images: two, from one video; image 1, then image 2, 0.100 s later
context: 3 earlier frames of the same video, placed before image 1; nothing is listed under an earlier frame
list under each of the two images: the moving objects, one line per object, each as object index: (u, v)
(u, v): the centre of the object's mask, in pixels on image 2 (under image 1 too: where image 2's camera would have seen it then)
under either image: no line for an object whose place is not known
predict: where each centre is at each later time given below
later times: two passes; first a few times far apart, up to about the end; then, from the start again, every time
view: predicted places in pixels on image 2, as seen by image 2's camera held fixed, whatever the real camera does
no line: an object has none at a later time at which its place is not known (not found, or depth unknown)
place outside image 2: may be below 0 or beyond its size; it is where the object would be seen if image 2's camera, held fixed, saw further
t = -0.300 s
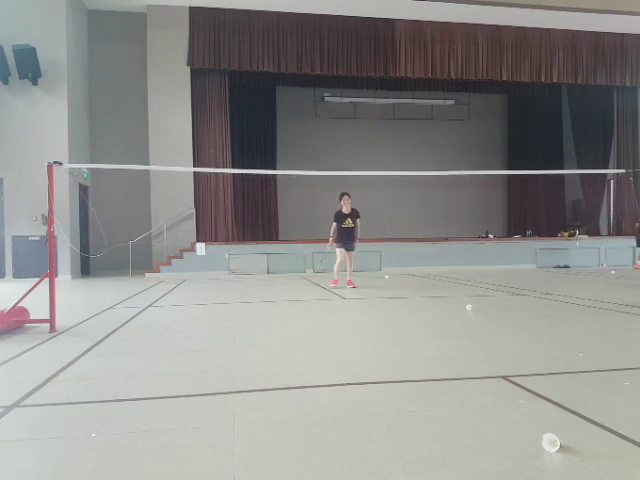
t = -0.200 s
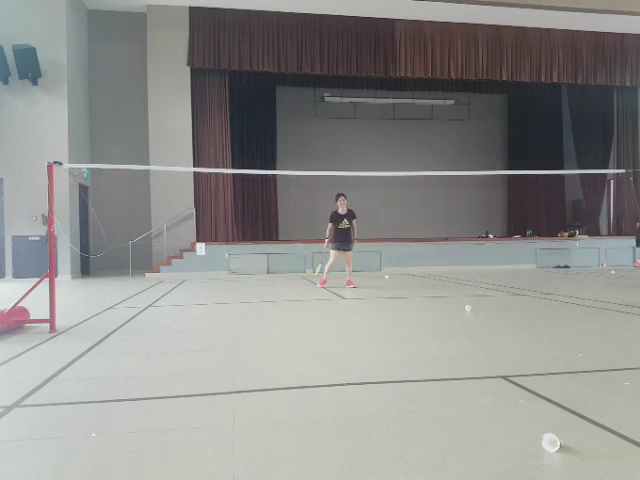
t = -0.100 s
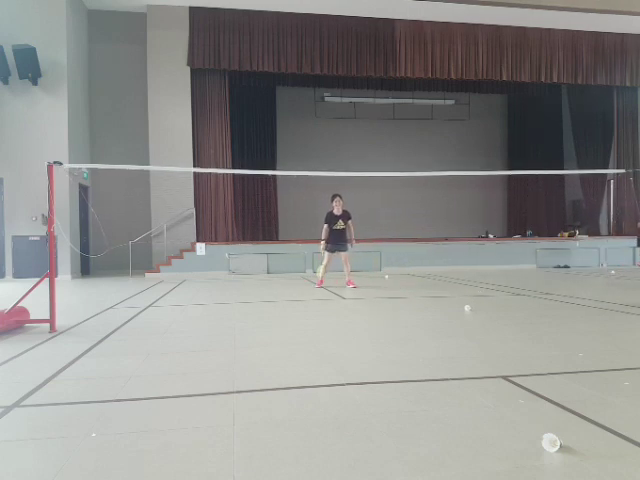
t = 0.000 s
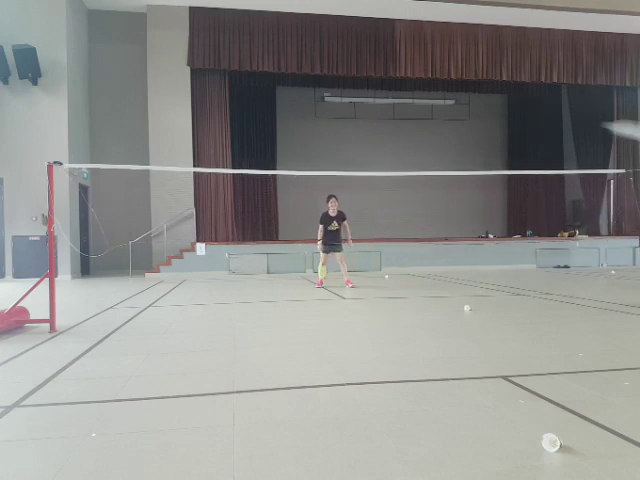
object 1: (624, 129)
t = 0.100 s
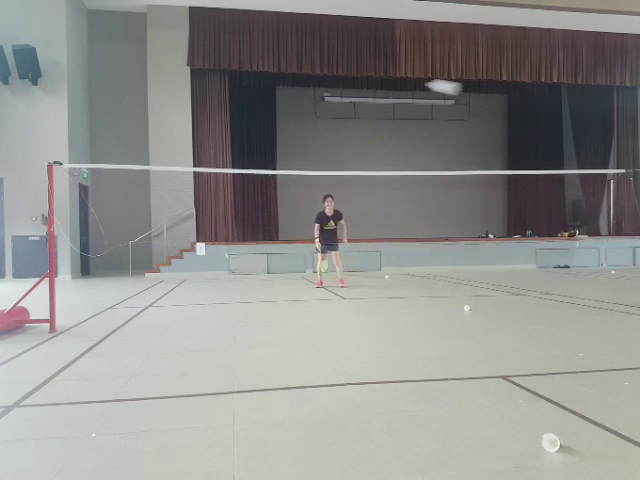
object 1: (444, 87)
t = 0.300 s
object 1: (309, 85)
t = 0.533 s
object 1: (249, 125)
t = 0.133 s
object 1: (408, 82)
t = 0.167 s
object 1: (380, 80)
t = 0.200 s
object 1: (357, 79)
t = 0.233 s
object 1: (338, 80)
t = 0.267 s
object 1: (323, 82)
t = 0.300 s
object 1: (309, 85)
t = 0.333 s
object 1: (297, 89)
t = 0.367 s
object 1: (286, 93)
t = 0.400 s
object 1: (277, 98)
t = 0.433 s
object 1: (269, 104)
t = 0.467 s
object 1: (262, 111)
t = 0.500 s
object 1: (255, 118)
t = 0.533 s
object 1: (249, 125)
